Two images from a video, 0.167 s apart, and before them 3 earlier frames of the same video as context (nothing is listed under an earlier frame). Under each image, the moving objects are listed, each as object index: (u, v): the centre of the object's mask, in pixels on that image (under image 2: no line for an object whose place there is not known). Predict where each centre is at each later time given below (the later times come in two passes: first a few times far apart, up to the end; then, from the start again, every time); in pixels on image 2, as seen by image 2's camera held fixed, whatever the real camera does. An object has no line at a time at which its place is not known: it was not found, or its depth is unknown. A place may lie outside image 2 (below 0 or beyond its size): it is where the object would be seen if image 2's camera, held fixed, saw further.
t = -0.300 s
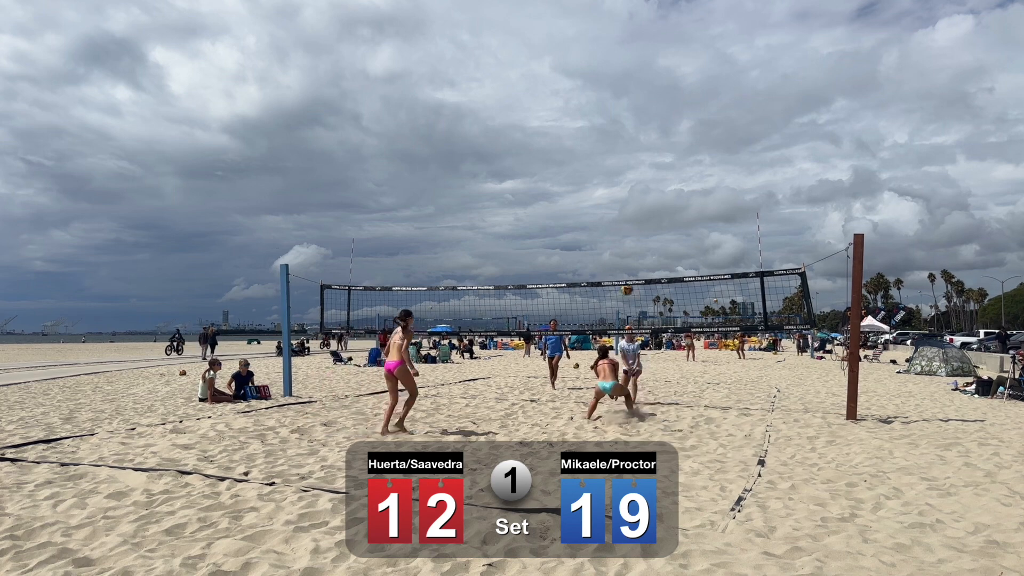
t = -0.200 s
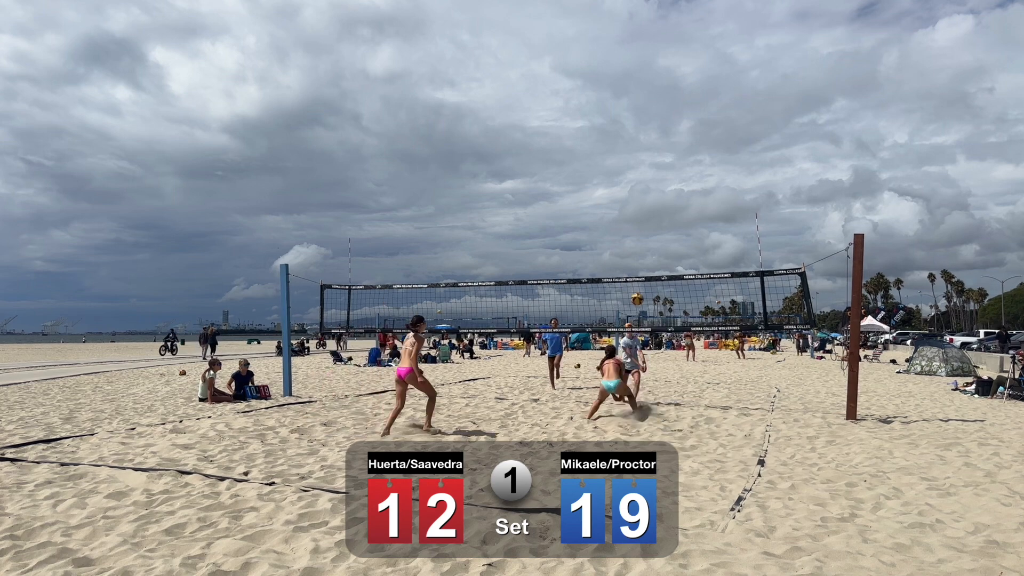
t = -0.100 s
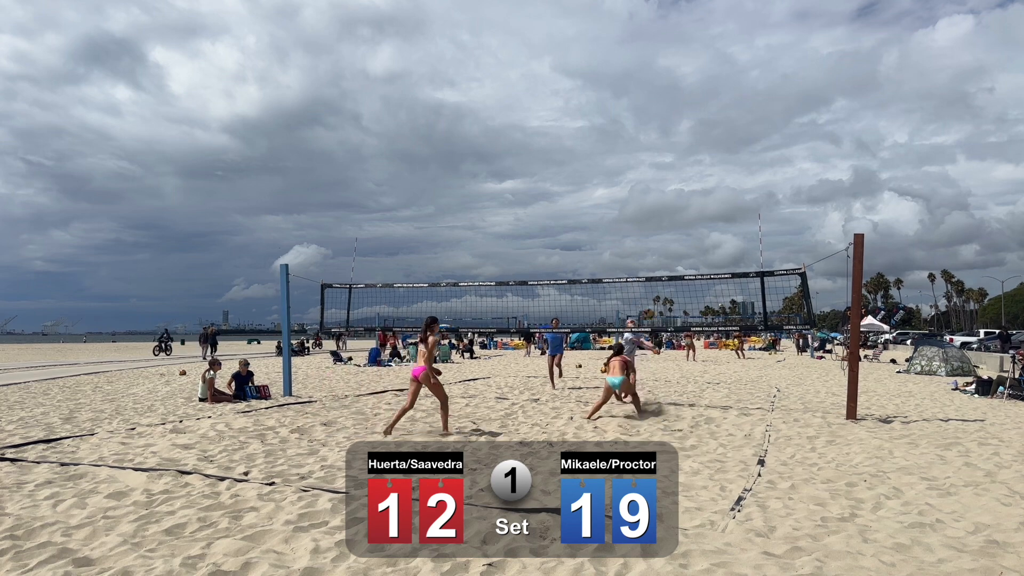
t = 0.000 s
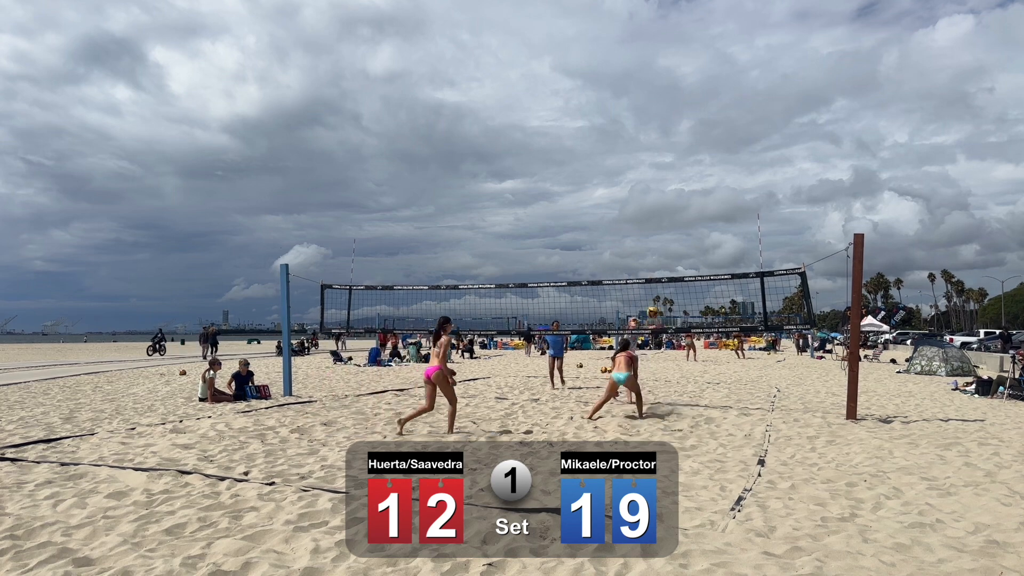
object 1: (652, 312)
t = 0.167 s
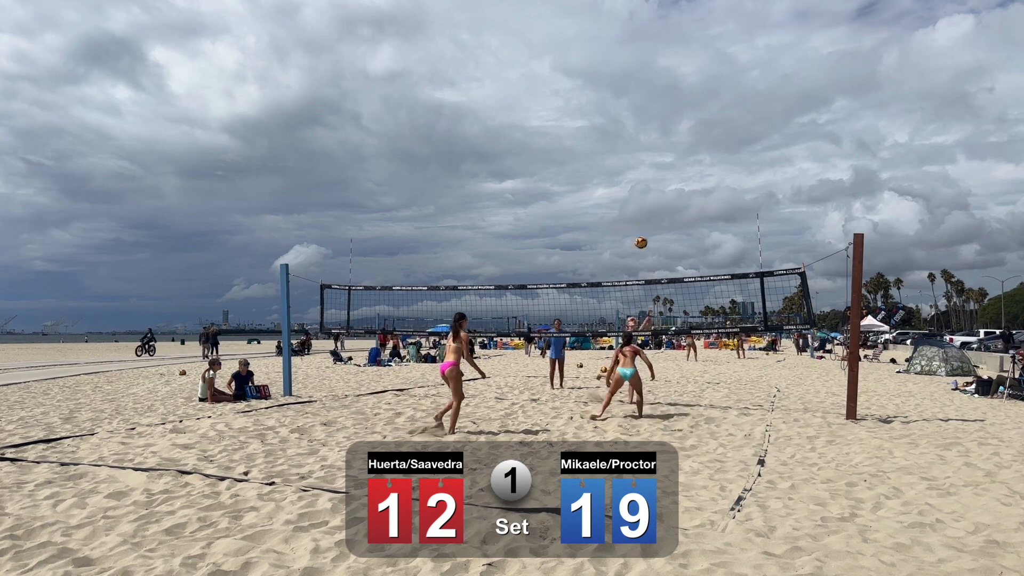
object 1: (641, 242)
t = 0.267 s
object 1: (635, 209)
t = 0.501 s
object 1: (624, 152)
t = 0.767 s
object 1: (614, 123)
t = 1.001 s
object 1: (608, 131)
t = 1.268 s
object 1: (606, 178)
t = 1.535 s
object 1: (610, 266)
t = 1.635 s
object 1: (613, 310)
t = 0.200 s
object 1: (639, 231)
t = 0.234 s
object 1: (637, 219)
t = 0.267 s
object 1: (635, 209)
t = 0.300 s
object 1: (633, 198)
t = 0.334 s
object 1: (631, 189)
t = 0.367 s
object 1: (630, 181)
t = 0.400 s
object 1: (628, 172)
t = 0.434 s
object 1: (627, 165)
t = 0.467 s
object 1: (625, 158)
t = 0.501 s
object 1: (624, 152)
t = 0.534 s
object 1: (622, 146)
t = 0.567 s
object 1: (621, 141)
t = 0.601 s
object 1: (619, 136)
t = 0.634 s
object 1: (618, 132)
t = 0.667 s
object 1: (617, 129)
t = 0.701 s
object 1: (616, 126)
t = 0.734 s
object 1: (615, 124)
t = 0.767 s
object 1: (614, 123)
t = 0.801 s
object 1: (613, 122)
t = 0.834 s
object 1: (612, 122)
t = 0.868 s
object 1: (611, 122)
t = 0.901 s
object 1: (610, 124)
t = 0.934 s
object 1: (609, 126)
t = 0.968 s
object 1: (609, 128)
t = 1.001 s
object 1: (608, 131)
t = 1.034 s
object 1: (608, 135)
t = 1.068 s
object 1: (607, 139)
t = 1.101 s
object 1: (607, 144)
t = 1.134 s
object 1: (606, 149)
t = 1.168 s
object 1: (606, 155)
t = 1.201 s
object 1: (606, 162)
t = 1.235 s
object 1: (606, 169)
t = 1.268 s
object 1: (606, 178)
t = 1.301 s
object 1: (606, 187)
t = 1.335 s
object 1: (606, 196)
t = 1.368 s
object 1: (606, 206)
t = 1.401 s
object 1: (607, 217)
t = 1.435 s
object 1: (607, 228)
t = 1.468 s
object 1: (608, 240)
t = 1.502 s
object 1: (608, 253)
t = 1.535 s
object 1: (610, 266)
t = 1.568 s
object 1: (611, 280)
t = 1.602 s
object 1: (612, 295)
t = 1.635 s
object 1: (613, 310)
